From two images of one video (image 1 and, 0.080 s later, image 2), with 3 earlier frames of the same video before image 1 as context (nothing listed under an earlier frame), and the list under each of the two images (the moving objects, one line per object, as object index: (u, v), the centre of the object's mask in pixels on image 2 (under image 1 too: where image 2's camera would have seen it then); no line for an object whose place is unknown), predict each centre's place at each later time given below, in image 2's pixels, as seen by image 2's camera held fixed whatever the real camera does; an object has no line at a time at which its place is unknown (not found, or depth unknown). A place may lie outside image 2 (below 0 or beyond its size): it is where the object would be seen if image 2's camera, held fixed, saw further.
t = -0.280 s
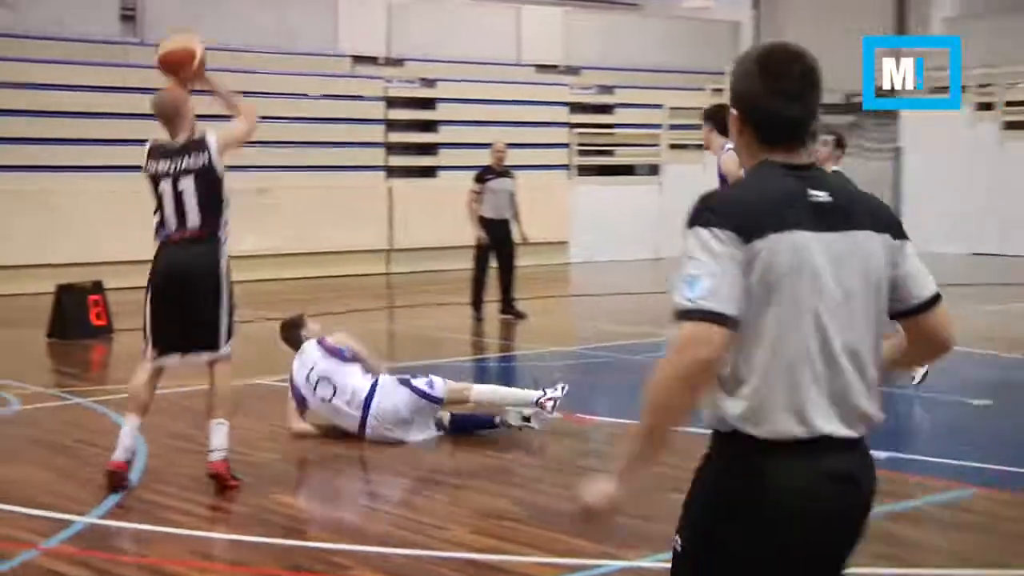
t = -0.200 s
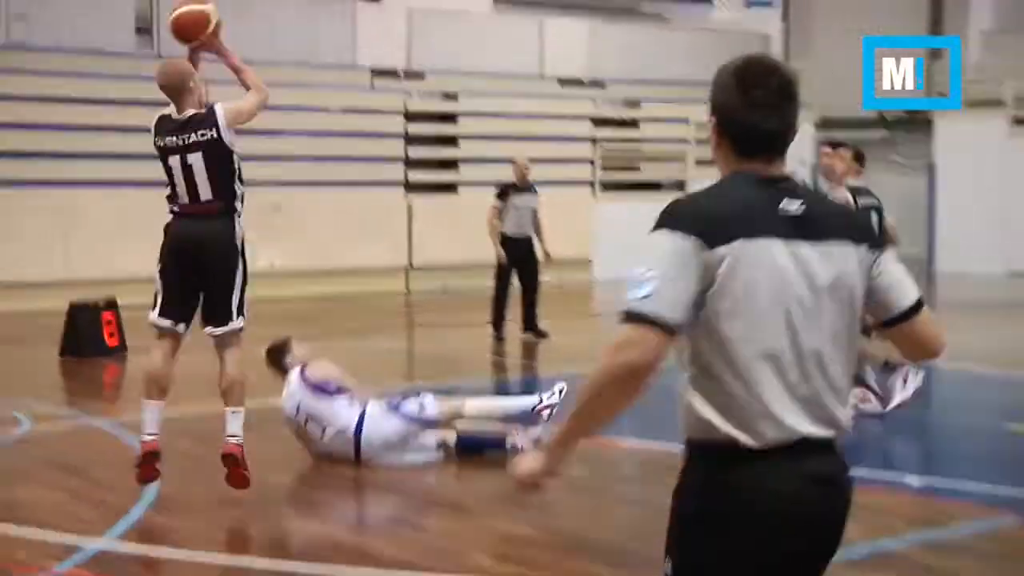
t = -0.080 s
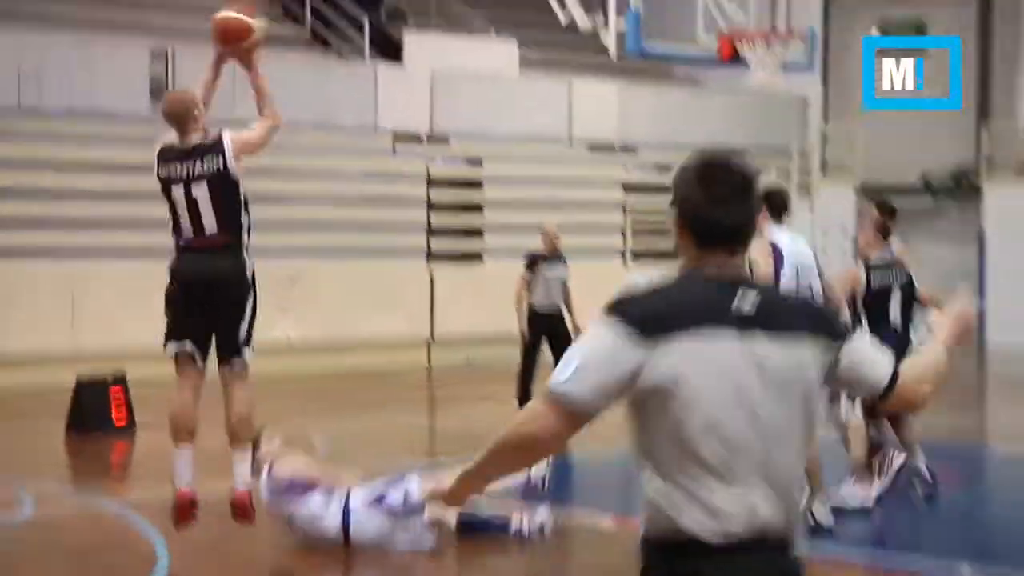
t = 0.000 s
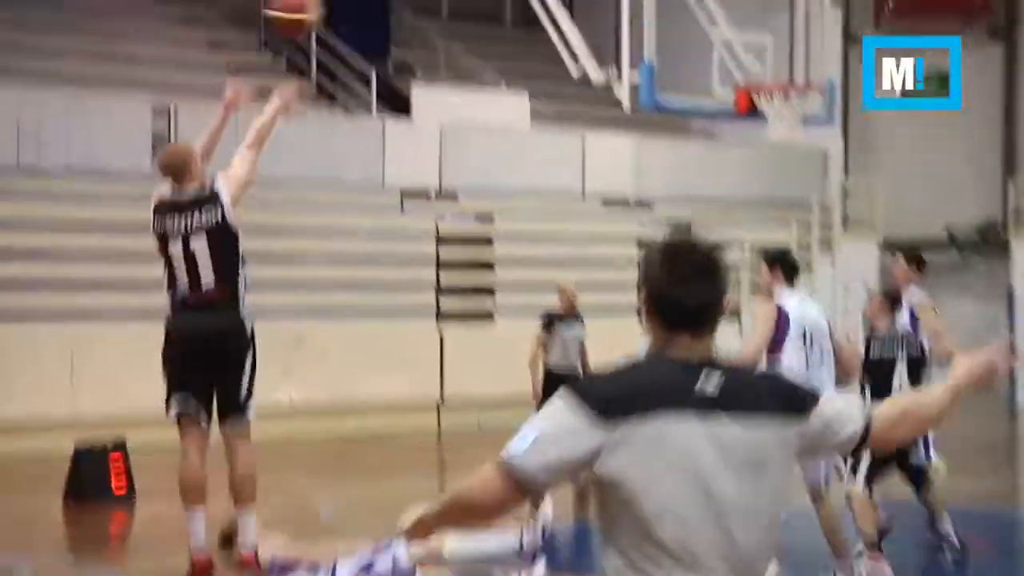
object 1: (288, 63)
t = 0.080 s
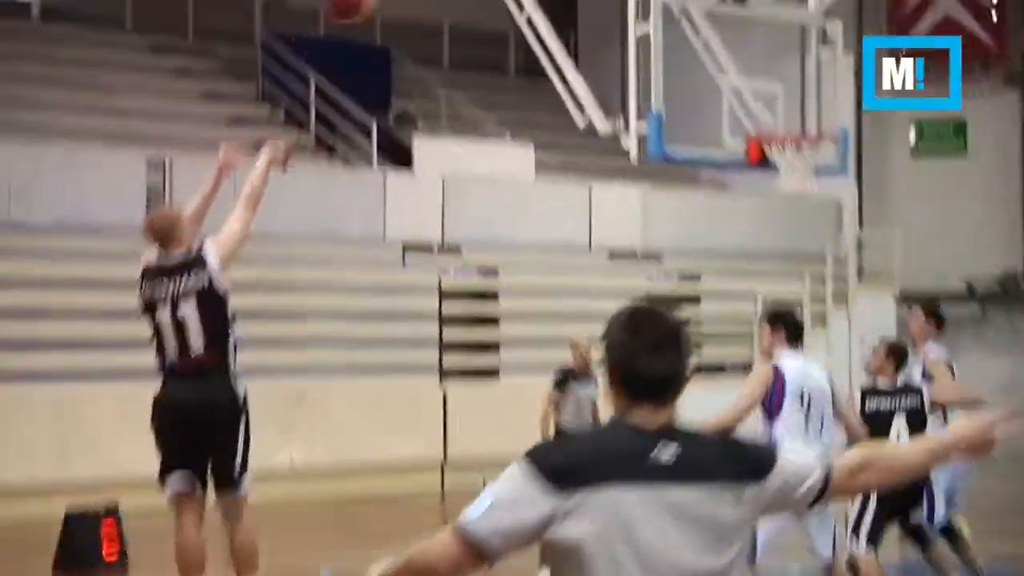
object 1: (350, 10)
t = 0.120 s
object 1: (375, -16)
